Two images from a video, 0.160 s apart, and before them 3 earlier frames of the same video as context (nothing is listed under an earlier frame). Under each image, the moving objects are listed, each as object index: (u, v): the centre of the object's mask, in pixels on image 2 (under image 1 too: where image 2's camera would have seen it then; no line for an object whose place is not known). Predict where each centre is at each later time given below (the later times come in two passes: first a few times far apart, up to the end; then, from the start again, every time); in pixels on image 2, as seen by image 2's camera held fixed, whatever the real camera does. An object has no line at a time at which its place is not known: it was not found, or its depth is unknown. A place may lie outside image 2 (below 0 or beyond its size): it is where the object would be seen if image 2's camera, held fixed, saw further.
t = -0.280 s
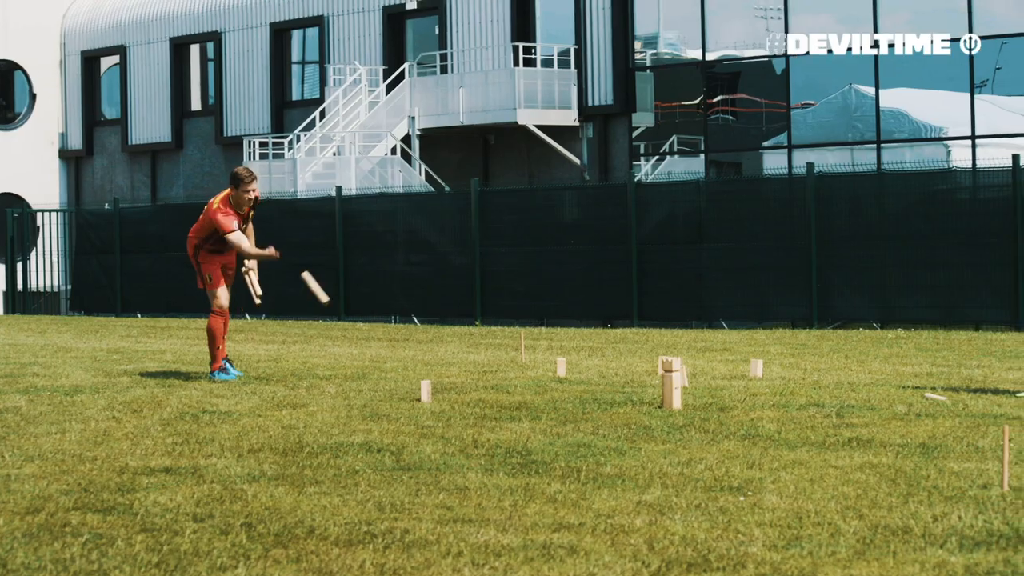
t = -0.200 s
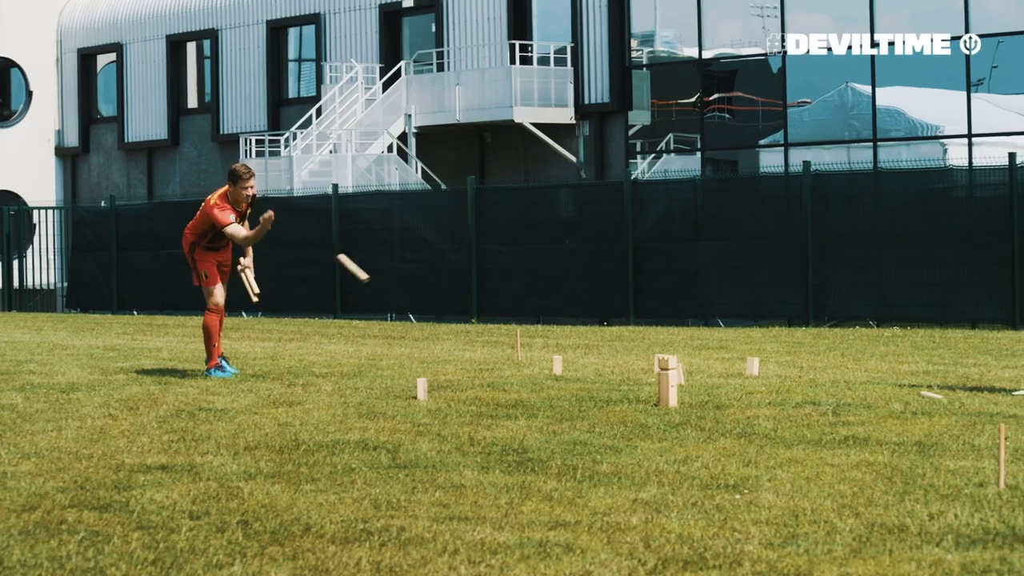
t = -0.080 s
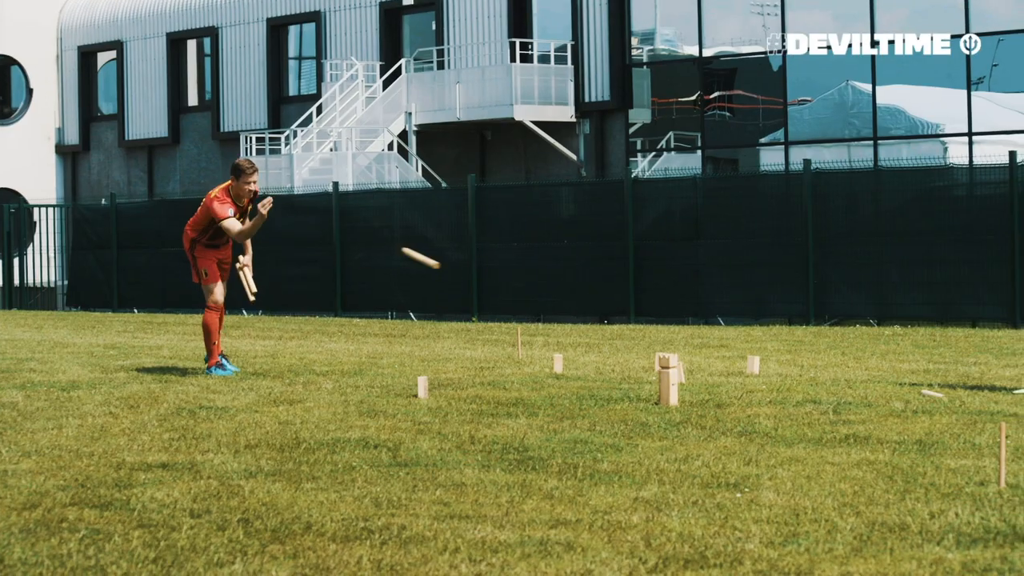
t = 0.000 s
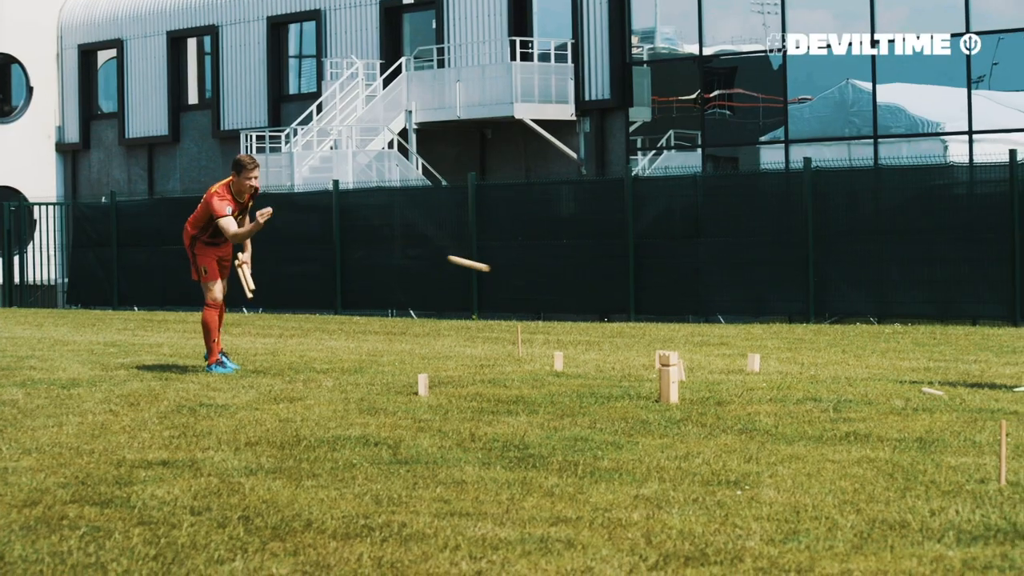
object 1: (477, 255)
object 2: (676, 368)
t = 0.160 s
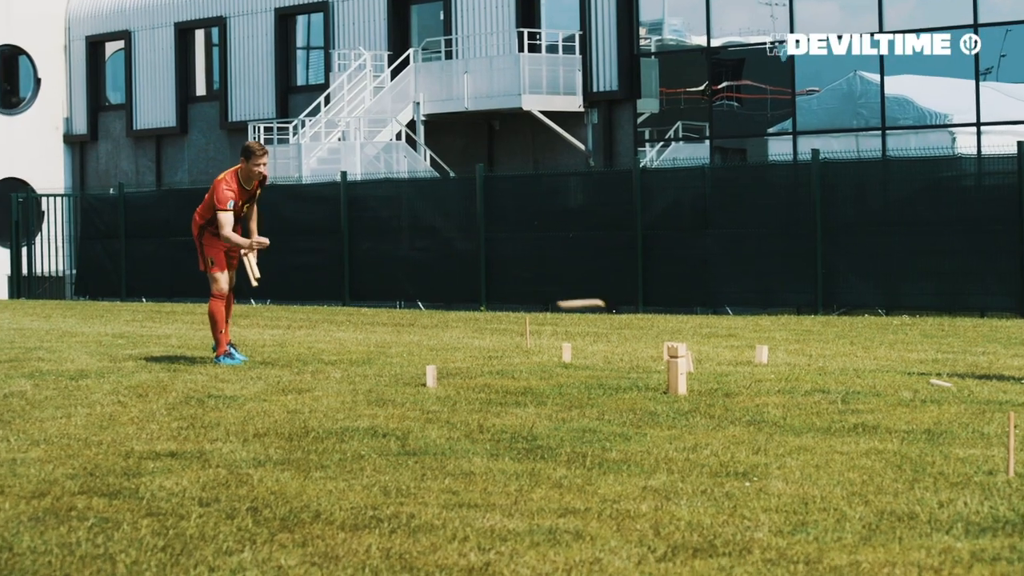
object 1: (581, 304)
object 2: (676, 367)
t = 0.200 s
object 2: (676, 367)
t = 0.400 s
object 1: (730, 383)
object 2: (674, 368)
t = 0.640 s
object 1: (802, 390)
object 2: (668, 377)
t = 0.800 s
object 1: (808, 390)
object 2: (662, 390)
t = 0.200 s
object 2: (676, 367)
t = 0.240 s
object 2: (676, 367)
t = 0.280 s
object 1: (656, 377)
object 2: (676, 368)
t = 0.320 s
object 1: (700, 390)
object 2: (675, 367)
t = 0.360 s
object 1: (712, 386)
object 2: (675, 367)
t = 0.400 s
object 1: (730, 383)
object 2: (674, 368)
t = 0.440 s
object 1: (746, 382)
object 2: (674, 368)
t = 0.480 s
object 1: (761, 384)
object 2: (673, 368)
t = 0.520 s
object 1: (775, 387)
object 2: (672, 369)
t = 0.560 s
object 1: (785, 390)
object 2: (671, 370)
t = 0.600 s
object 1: (796, 390)
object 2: (670, 374)
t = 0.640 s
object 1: (802, 390)
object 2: (668, 377)
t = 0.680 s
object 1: (806, 390)
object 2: (666, 382)
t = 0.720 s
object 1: (807, 390)
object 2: (664, 390)
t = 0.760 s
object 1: (807, 390)
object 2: (663, 390)
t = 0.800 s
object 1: (808, 390)
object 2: (662, 390)
